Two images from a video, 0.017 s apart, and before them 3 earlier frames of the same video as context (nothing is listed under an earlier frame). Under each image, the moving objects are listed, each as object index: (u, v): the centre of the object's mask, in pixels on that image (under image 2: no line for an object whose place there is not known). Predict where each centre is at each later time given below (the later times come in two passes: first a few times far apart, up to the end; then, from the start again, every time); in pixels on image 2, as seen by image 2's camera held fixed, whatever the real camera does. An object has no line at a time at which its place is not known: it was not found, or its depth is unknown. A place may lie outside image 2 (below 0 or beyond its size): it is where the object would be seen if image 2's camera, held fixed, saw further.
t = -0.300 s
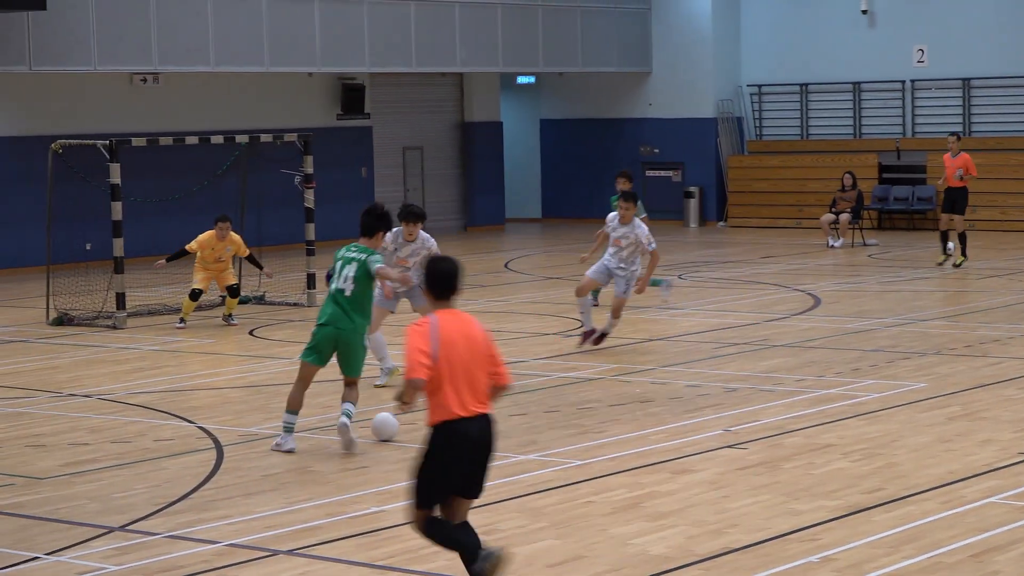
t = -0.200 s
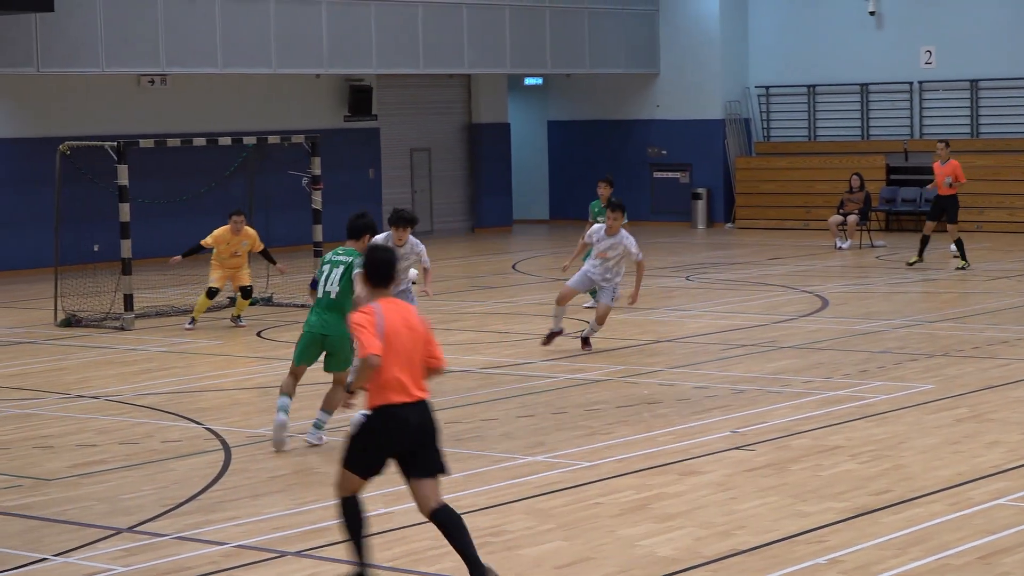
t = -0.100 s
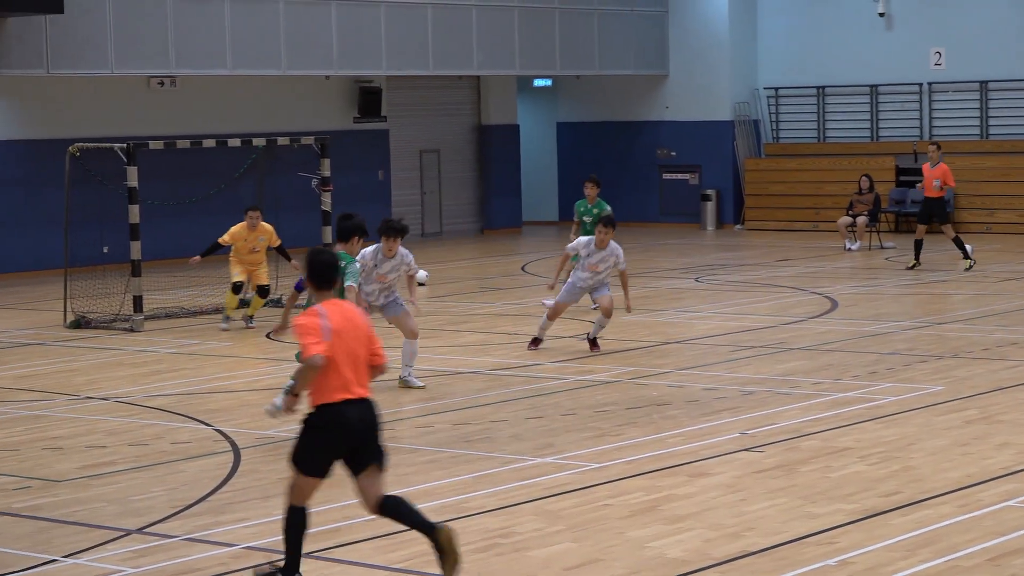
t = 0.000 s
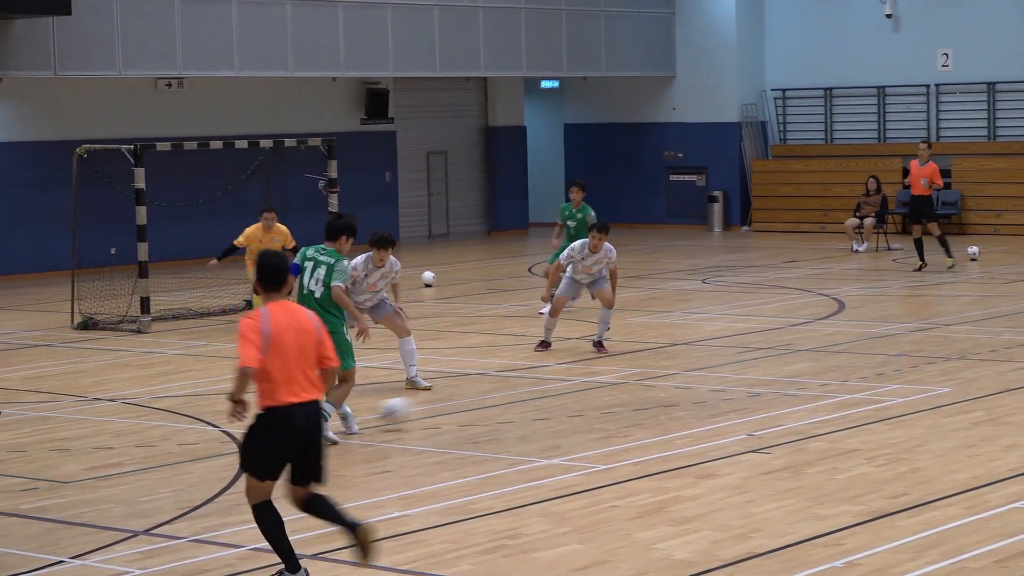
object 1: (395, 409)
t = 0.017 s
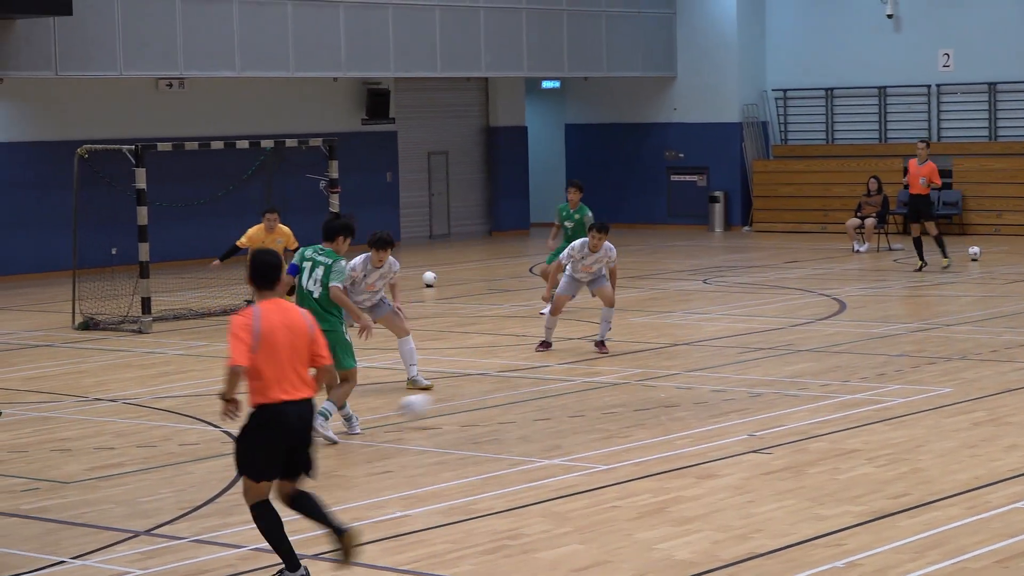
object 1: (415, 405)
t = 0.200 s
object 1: (605, 392)
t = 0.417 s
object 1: (773, 373)
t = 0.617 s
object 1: (898, 360)
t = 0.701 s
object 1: (943, 356)
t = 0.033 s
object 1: (434, 402)
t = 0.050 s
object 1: (453, 399)
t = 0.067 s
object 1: (470, 398)
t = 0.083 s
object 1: (488, 396)
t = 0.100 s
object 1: (506, 393)
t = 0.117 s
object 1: (522, 393)
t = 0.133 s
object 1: (542, 391)
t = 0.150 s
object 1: (559, 394)
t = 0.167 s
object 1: (576, 395)
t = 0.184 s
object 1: (591, 395)
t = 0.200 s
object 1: (605, 392)
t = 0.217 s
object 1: (620, 390)
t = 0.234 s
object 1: (633, 388)
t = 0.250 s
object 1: (648, 385)
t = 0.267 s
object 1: (660, 383)
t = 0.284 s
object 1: (674, 383)
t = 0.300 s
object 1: (688, 382)
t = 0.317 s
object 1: (701, 382)
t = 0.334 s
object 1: (715, 381)
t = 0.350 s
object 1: (726, 380)
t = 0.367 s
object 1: (739, 378)
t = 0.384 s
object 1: (750, 376)
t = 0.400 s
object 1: (762, 374)
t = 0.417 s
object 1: (773, 373)
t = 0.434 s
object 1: (785, 372)
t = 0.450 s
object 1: (797, 372)
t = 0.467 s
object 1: (808, 371)
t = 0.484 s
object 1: (819, 370)
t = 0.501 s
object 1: (829, 368)
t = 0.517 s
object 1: (839, 366)
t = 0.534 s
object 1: (849, 365)
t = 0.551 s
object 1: (859, 364)
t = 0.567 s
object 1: (869, 364)
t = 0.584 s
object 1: (879, 364)
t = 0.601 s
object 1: (888, 362)
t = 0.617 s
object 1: (898, 360)
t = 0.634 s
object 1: (906, 359)
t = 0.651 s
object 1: (915, 358)
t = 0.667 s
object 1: (925, 357)
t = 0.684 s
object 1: (934, 357)
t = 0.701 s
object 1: (943, 356)
